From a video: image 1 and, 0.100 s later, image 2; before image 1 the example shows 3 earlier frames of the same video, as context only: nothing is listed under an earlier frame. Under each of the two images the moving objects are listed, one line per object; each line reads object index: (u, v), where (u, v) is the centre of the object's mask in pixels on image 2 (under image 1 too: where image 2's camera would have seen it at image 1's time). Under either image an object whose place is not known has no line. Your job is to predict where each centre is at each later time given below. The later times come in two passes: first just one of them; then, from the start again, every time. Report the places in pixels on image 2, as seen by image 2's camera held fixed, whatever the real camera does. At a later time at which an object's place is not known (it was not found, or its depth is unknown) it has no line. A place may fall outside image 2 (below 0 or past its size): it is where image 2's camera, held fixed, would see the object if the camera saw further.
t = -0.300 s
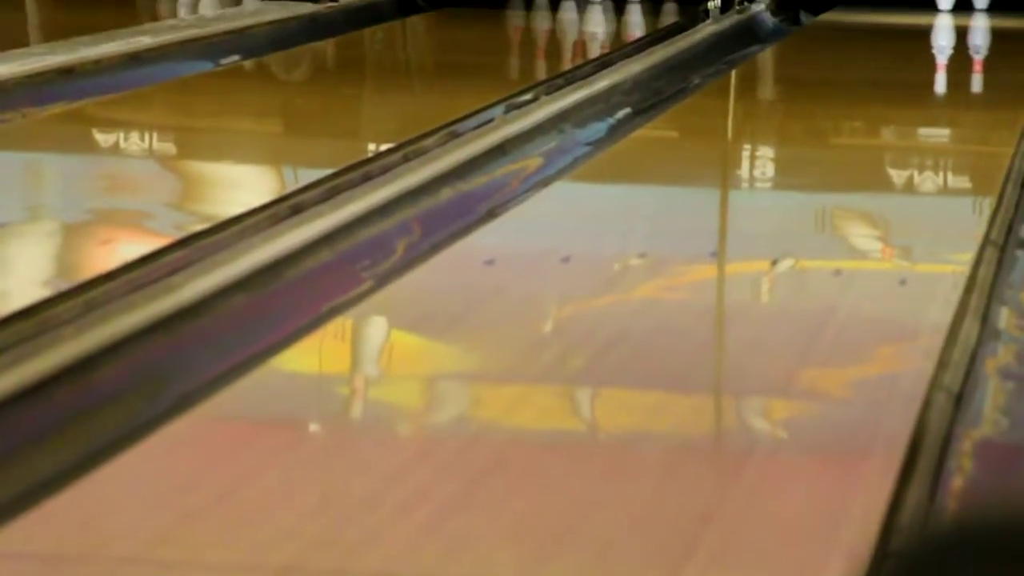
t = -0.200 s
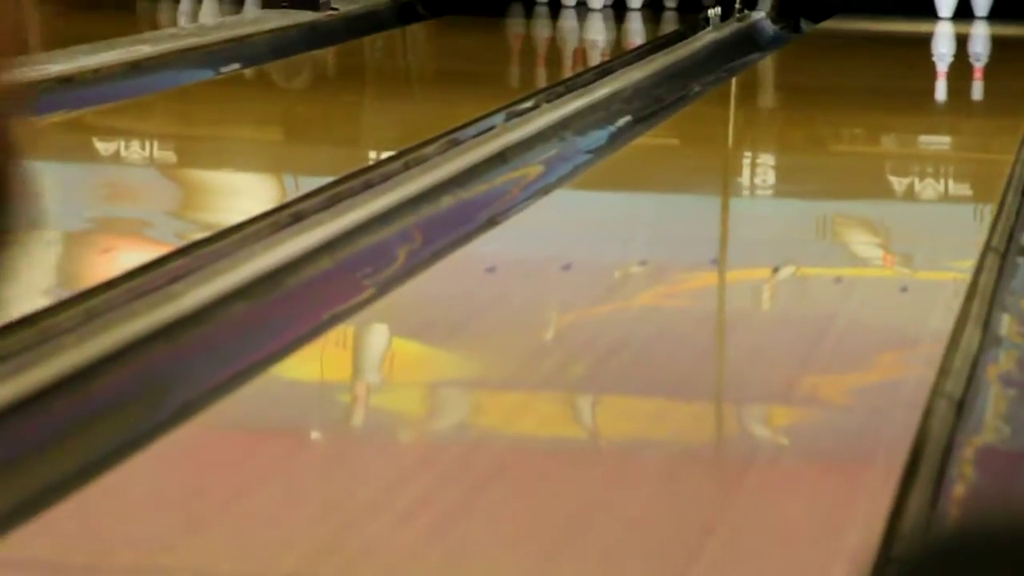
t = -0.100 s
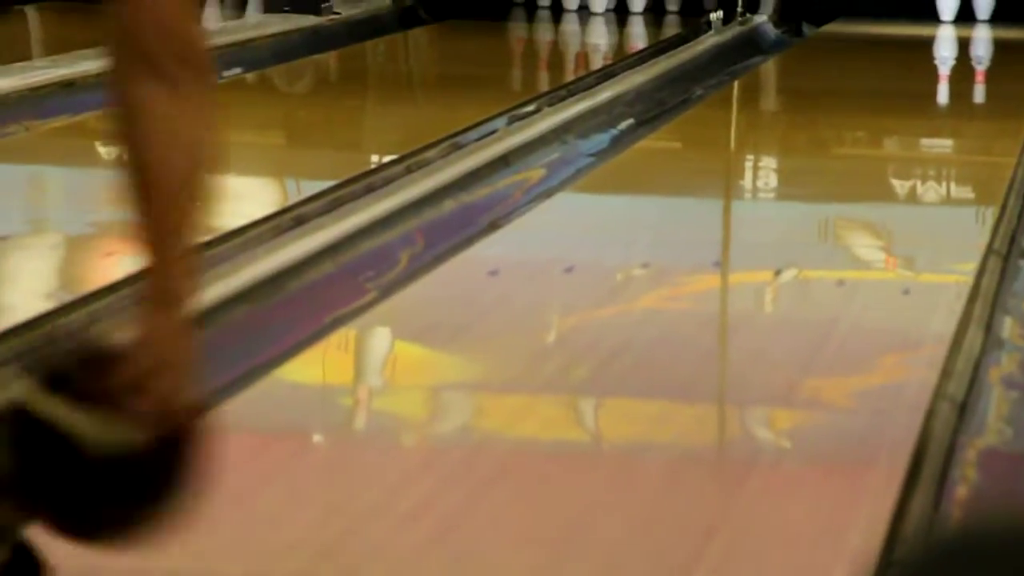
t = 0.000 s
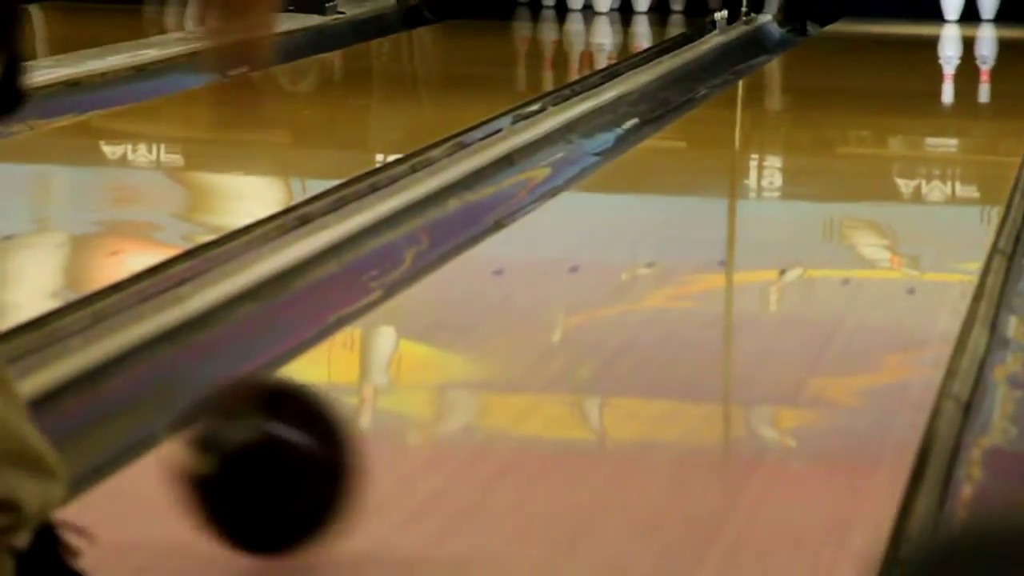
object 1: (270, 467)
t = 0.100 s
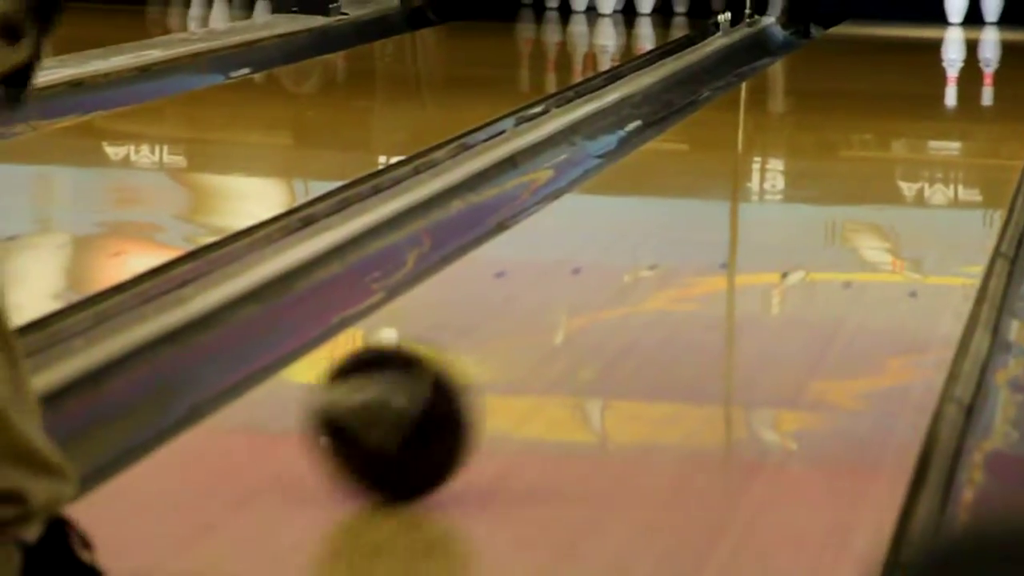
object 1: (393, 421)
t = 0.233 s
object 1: (522, 351)
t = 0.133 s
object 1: (429, 402)
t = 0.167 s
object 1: (463, 384)
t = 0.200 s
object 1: (493, 367)
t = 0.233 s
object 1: (522, 351)
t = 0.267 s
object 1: (548, 337)
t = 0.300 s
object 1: (575, 323)
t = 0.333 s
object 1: (599, 310)
